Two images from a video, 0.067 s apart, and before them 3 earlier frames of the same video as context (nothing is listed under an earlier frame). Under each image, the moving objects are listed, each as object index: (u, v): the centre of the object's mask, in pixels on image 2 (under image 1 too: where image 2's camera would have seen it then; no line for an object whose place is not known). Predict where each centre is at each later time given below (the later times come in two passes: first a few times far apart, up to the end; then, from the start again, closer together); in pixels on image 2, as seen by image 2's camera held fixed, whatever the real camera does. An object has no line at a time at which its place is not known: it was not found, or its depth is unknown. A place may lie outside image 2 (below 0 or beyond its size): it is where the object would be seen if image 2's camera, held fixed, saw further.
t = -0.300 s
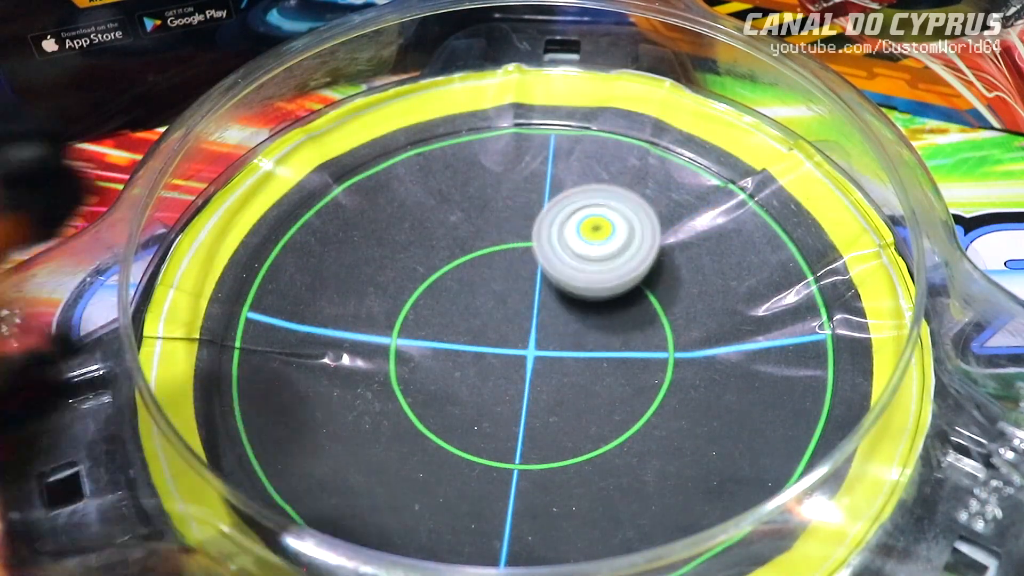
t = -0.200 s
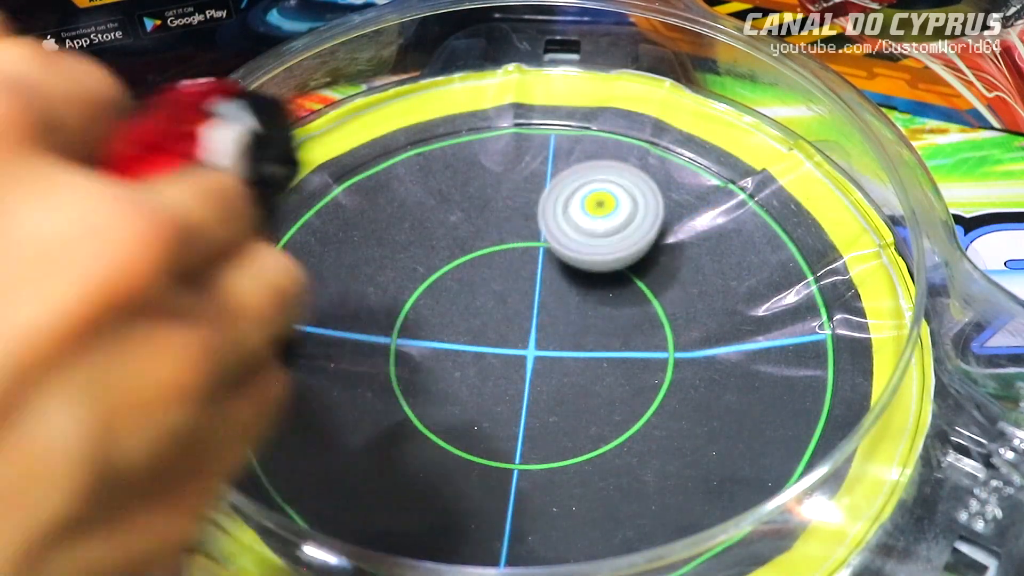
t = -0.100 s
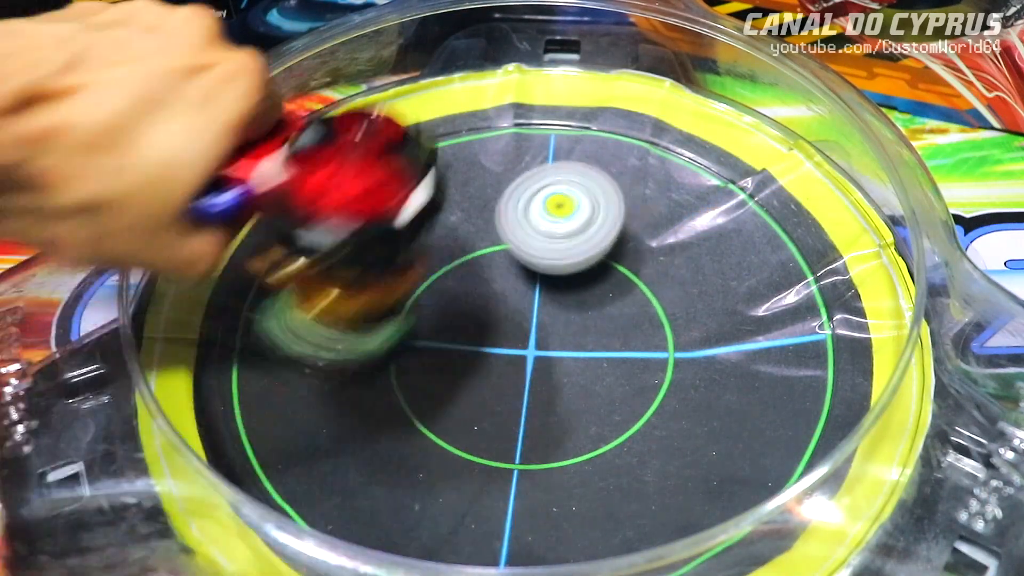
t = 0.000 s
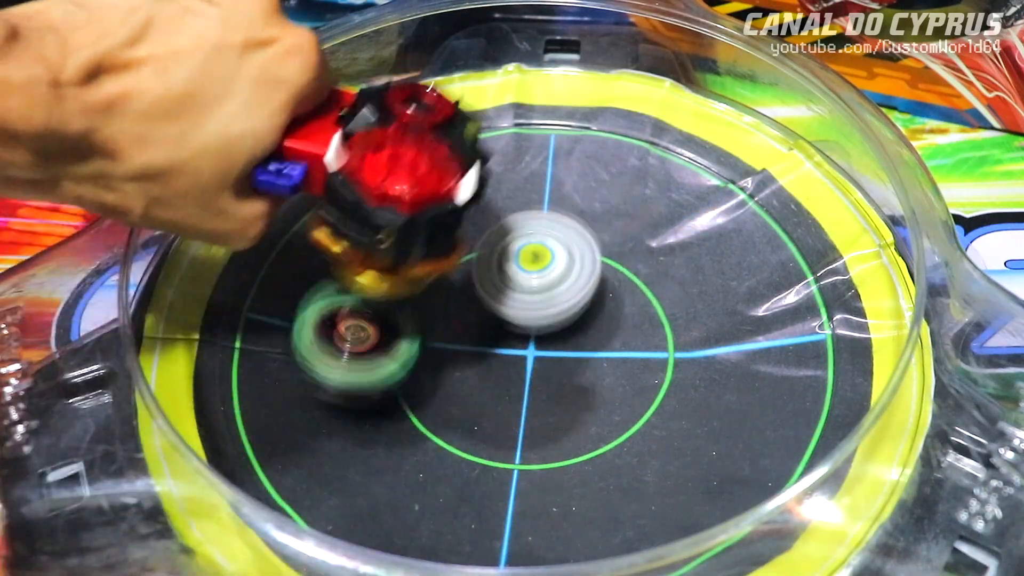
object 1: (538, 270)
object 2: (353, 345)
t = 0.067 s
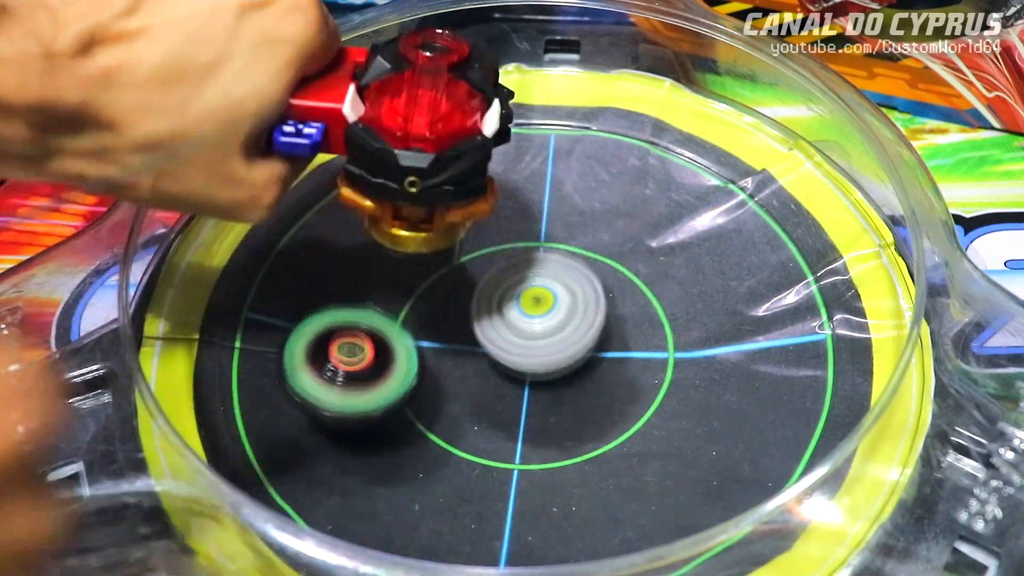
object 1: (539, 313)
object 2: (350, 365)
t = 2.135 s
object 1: (536, 490)
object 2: (497, 358)
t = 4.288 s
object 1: (382, 458)
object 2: (653, 224)
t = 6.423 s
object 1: (526, 387)
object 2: (570, 264)
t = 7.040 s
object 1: (448, 449)
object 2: (570, 310)
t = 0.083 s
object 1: (541, 324)
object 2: (352, 379)
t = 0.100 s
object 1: (543, 331)
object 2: (357, 384)
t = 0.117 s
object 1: (545, 340)
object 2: (362, 390)
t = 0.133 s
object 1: (549, 348)
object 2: (371, 394)
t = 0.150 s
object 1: (553, 357)
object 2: (382, 400)
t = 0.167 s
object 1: (558, 363)
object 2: (393, 403)
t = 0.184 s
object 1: (564, 368)
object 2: (405, 404)
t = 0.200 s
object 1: (569, 371)
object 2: (417, 404)
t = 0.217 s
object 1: (576, 377)
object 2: (429, 403)
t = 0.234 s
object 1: (586, 380)
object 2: (436, 400)
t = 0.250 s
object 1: (597, 381)
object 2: (444, 397)
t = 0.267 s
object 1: (609, 378)
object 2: (451, 391)
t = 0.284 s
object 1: (620, 378)
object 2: (459, 386)
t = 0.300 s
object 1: (630, 377)
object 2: (466, 379)
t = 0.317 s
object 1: (638, 374)
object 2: (474, 373)
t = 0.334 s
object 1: (647, 370)
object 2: (482, 364)
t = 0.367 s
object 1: (662, 362)
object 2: (495, 345)
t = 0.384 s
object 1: (667, 357)
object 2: (501, 335)
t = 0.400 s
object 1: (671, 352)
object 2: (505, 325)
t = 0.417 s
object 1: (672, 347)
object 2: (510, 315)
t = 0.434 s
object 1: (673, 341)
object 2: (513, 302)
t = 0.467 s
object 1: (674, 331)
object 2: (517, 281)
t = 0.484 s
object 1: (675, 326)
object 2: (519, 270)
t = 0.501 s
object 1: (675, 321)
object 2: (519, 259)
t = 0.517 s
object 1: (674, 317)
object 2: (519, 249)
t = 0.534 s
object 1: (672, 311)
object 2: (517, 240)
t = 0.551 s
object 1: (670, 307)
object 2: (516, 231)
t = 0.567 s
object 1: (667, 304)
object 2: (513, 223)
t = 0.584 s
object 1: (664, 303)
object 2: (511, 214)
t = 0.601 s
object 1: (658, 302)
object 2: (507, 208)
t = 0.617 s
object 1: (651, 301)
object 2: (503, 202)
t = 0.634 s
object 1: (643, 301)
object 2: (498, 197)
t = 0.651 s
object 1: (634, 303)
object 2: (493, 193)
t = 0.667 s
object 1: (624, 305)
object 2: (488, 191)
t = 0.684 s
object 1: (614, 306)
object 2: (482, 187)
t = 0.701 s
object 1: (605, 309)
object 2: (475, 186)
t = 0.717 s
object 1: (595, 312)
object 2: (468, 185)
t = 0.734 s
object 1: (585, 316)
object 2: (461, 185)
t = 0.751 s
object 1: (577, 321)
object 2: (454, 186)
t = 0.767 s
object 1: (569, 328)
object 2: (446, 188)
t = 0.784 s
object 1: (558, 335)
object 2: (438, 189)
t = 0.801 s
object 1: (550, 341)
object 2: (430, 192)
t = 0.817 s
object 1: (543, 348)
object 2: (422, 196)
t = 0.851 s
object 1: (527, 359)
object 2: (408, 205)
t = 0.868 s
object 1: (521, 365)
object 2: (402, 210)
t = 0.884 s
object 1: (516, 373)
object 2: (397, 217)
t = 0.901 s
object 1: (511, 381)
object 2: (391, 223)
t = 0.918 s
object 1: (508, 388)
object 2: (386, 229)
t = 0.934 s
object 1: (506, 394)
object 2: (381, 239)
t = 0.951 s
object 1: (504, 401)
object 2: (378, 248)
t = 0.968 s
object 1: (504, 408)
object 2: (374, 258)
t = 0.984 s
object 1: (503, 413)
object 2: (374, 269)
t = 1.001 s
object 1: (505, 419)
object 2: (375, 278)
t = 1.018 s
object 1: (507, 425)
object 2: (378, 290)
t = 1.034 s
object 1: (510, 431)
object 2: (383, 302)
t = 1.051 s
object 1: (515, 435)
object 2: (391, 313)
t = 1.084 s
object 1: (525, 443)
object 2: (412, 334)
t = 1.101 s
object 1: (530, 446)
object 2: (427, 345)
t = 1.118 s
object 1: (537, 447)
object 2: (441, 352)
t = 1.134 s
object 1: (550, 453)
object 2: (454, 356)
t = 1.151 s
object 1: (566, 462)
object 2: (464, 355)
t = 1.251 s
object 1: (655, 472)
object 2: (521, 327)
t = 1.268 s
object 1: (667, 467)
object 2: (529, 322)
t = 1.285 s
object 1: (678, 461)
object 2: (535, 316)
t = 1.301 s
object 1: (688, 453)
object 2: (543, 309)
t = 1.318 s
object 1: (696, 444)
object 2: (549, 304)
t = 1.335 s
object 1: (703, 433)
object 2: (555, 296)
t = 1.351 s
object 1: (707, 423)
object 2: (561, 290)
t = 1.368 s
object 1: (709, 412)
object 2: (566, 283)
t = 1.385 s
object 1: (708, 399)
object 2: (571, 276)
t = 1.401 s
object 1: (705, 387)
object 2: (574, 268)
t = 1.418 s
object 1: (700, 375)
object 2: (577, 262)
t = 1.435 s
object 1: (693, 362)
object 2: (579, 254)
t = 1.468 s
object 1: (675, 338)
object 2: (583, 242)
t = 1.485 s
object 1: (663, 327)
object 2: (582, 234)
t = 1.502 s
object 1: (651, 319)
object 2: (580, 227)
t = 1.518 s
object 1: (642, 318)
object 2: (574, 211)
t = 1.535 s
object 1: (631, 320)
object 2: (566, 197)
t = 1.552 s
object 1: (620, 321)
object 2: (559, 185)
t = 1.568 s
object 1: (607, 324)
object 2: (551, 173)
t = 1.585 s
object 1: (595, 327)
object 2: (542, 163)
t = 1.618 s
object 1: (570, 334)
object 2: (524, 145)
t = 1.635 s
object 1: (558, 337)
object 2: (515, 138)
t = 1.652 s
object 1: (547, 341)
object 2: (504, 133)
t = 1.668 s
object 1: (537, 345)
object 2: (494, 129)
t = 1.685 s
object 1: (527, 348)
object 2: (483, 128)
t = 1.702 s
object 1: (516, 352)
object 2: (471, 126)
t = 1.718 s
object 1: (507, 356)
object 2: (460, 127)
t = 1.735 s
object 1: (497, 359)
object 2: (450, 130)
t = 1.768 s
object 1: (474, 366)
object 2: (428, 140)
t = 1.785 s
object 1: (465, 370)
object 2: (418, 147)
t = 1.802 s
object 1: (453, 374)
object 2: (408, 157)
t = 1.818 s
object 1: (444, 379)
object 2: (398, 167)
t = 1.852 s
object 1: (427, 390)
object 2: (383, 190)
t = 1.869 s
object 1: (421, 396)
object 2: (376, 204)
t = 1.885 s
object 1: (416, 402)
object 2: (371, 219)
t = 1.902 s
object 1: (412, 409)
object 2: (368, 233)
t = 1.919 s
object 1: (410, 415)
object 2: (366, 250)
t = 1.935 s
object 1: (410, 421)
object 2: (368, 269)
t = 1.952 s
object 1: (412, 428)
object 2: (370, 286)
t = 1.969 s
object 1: (416, 434)
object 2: (374, 306)
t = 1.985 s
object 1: (422, 440)
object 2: (382, 322)
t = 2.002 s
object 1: (431, 451)
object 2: (389, 332)
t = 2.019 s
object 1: (441, 462)
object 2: (398, 341)
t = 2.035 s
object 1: (452, 471)
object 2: (410, 347)
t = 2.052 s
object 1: (464, 476)
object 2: (420, 352)
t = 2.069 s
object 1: (477, 480)
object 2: (434, 357)
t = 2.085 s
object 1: (491, 481)
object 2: (448, 361)
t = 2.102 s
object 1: (506, 483)
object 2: (463, 364)
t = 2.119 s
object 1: (522, 487)
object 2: (480, 362)
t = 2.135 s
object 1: (536, 490)
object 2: (497, 358)
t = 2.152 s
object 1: (549, 489)
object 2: (513, 355)
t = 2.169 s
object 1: (560, 487)
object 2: (529, 351)
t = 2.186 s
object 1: (571, 483)
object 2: (544, 344)
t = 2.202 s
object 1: (582, 477)
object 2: (559, 338)
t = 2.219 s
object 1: (594, 469)
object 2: (574, 332)
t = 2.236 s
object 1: (604, 459)
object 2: (586, 325)
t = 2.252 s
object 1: (612, 448)
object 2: (600, 319)
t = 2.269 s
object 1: (618, 437)
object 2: (611, 311)
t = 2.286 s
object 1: (621, 426)
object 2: (624, 302)
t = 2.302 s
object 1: (622, 415)
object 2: (633, 293)
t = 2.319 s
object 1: (622, 404)
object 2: (642, 286)
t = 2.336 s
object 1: (619, 394)
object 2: (650, 278)
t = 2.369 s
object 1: (609, 376)
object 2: (661, 260)
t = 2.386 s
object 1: (602, 367)
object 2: (666, 250)
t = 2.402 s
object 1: (594, 358)
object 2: (669, 241)
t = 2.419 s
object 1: (585, 350)
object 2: (669, 231)
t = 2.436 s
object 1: (576, 343)
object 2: (668, 223)
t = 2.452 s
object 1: (566, 337)
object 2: (667, 215)
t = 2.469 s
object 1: (554, 330)
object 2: (664, 207)
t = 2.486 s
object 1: (542, 324)
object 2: (661, 201)
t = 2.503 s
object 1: (531, 318)
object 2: (656, 195)
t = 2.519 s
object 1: (520, 314)
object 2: (649, 190)
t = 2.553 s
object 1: (500, 307)
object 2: (634, 182)
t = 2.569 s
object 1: (490, 304)
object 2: (624, 177)
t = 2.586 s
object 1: (479, 301)
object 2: (613, 175)
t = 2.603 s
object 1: (470, 300)
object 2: (602, 173)
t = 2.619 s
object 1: (462, 299)
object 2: (588, 171)
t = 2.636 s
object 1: (452, 299)
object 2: (574, 171)
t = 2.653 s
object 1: (442, 301)
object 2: (562, 173)
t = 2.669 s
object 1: (432, 302)
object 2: (548, 176)
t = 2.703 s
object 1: (412, 309)
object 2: (520, 184)
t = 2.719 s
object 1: (403, 313)
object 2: (507, 191)
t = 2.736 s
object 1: (396, 318)
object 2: (495, 199)
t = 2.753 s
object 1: (390, 324)
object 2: (484, 209)
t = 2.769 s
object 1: (385, 330)
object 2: (473, 219)
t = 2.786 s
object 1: (382, 335)
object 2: (464, 230)
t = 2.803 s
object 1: (379, 342)
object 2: (456, 242)
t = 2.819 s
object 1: (376, 351)
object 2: (453, 252)
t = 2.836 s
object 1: (373, 361)
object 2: (453, 262)
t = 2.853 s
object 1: (371, 371)
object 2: (453, 273)
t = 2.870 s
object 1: (371, 380)
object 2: (457, 281)
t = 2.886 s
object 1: (371, 387)
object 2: (462, 290)
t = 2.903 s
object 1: (372, 393)
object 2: (469, 303)
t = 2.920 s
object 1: (375, 400)
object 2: (478, 313)
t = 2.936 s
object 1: (377, 405)
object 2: (487, 323)
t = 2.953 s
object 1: (378, 412)
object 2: (501, 330)
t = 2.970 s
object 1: (379, 419)
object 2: (517, 336)
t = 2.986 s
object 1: (382, 424)
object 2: (532, 340)
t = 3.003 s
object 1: (387, 428)
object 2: (548, 344)
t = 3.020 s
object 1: (393, 429)
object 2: (563, 346)
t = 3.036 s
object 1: (400, 430)
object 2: (580, 349)
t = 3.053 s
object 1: (407, 429)
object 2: (596, 349)
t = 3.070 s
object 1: (418, 429)
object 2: (611, 350)
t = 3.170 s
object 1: (489, 421)
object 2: (684, 331)
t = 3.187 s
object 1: (498, 418)
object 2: (693, 325)
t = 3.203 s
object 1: (504, 416)
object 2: (699, 320)
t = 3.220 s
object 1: (511, 412)
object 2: (705, 314)
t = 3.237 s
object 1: (516, 407)
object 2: (708, 308)
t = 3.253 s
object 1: (518, 401)
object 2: (710, 301)
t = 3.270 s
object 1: (520, 393)
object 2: (711, 294)
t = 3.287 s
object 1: (522, 385)
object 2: (713, 289)
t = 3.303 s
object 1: (523, 374)
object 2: (712, 282)
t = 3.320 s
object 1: (523, 365)
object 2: (709, 275)
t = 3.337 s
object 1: (521, 358)
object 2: (705, 268)
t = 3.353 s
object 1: (520, 351)
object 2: (700, 260)
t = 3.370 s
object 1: (518, 343)
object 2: (695, 254)
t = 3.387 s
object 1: (515, 336)
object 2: (688, 248)
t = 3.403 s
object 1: (511, 330)
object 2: (680, 243)
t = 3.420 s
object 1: (506, 325)
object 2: (672, 241)
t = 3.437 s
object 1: (500, 321)
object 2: (661, 237)
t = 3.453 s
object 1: (496, 317)
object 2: (651, 235)
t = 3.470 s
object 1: (491, 316)
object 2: (640, 234)
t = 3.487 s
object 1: (485, 314)
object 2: (630, 234)
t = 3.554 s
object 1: (465, 308)
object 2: (583, 242)
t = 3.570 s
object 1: (458, 308)
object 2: (574, 246)
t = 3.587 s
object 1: (432, 314)
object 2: (585, 241)
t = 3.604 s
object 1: (401, 324)
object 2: (600, 238)
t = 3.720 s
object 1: (280, 356)
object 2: (647, 226)
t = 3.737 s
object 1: (275, 358)
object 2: (648, 225)
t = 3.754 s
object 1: (273, 362)
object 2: (647, 225)
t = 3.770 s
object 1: (273, 365)
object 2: (645, 225)
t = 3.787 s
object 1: (276, 369)
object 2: (642, 225)
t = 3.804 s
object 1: (282, 373)
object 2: (638, 225)
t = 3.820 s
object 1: (290, 380)
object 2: (632, 226)
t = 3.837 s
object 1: (297, 384)
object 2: (627, 226)
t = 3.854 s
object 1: (308, 388)
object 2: (621, 230)
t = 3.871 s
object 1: (317, 392)
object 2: (616, 231)
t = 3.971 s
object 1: (399, 408)
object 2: (582, 254)
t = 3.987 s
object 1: (412, 408)
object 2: (578, 258)
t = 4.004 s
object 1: (423, 407)
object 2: (573, 263)
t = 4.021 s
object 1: (435, 406)
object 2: (568, 269)
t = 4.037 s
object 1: (446, 404)
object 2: (564, 276)
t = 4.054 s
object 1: (456, 401)
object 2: (561, 283)
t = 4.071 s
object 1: (466, 396)
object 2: (558, 290)
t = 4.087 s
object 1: (473, 393)
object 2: (556, 297)
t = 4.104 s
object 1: (465, 401)
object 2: (563, 295)
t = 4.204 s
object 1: (386, 455)
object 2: (641, 246)
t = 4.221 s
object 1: (381, 456)
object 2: (647, 241)
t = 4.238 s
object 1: (378, 459)
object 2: (651, 236)
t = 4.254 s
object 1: (377, 460)
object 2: (653, 231)
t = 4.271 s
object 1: (379, 459)
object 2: (654, 227)
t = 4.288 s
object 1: (382, 458)
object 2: (653, 224)
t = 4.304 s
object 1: (386, 457)
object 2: (650, 221)
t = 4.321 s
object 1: (392, 456)
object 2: (646, 218)
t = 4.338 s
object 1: (399, 454)
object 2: (642, 217)
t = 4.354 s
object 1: (404, 453)
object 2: (636, 216)
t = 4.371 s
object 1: (411, 451)
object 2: (630, 216)
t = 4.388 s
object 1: (418, 449)
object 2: (623, 217)
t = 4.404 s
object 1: (425, 446)
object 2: (616, 218)
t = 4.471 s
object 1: (449, 434)
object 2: (588, 228)
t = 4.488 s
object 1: (454, 432)
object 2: (581, 232)
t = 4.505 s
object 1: (459, 428)
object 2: (575, 236)
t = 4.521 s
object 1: (465, 424)
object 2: (568, 240)
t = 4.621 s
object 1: (485, 401)
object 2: (537, 276)
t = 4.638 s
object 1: (488, 397)
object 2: (534, 283)
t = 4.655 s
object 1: (485, 397)
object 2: (533, 288)
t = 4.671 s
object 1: (478, 407)
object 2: (536, 283)
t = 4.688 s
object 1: (472, 416)
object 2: (541, 281)
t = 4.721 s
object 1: (466, 423)
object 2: (547, 280)
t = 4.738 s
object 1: (464, 425)
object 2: (548, 280)
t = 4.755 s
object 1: (463, 426)
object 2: (548, 281)
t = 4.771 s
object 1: (462, 424)
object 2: (547, 284)
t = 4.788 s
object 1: (462, 425)
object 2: (547, 286)
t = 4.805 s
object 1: (463, 422)
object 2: (546, 289)
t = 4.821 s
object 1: (464, 419)
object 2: (545, 292)
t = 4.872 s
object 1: (472, 410)
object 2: (544, 301)
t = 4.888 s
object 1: (473, 407)
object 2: (544, 304)
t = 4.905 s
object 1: (466, 413)
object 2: (549, 303)
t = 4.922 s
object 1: (456, 418)
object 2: (558, 298)
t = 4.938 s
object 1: (449, 420)
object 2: (566, 293)
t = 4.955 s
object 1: (444, 424)
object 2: (575, 287)
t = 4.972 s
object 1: (439, 425)
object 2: (581, 284)
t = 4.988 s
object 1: (436, 425)
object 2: (585, 279)
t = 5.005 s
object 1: (435, 426)
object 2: (588, 273)
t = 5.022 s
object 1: (434, 425)
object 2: (589, 268)
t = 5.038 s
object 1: (433, 423)
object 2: (590, 262)
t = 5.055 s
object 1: (435, 422)
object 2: (589, 257)
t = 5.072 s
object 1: (437, 419)
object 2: (586, 253)
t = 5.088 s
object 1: (438, 417)
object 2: (583, 247)
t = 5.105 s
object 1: (441, 415)
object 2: (579, 245)
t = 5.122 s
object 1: (444, 411)
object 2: (574, 243)
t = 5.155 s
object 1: (450, 406)
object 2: (561, 242)
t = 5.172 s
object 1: (454, 402)
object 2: (555, 242)
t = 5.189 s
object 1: (457, 399)
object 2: (547, 244)
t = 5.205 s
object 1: (461, 396)
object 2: (541, 247)
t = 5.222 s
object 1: (464, 391)
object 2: (534, 250)
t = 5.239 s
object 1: (468, 389)
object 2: (528, 256)
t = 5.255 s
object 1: (473, 386)
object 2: (521, 262)
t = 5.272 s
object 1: (475, 382)
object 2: (517, 269)
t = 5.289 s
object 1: (477, 383)
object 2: (515, 273)
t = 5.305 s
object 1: (476, 387)
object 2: (515, 276)
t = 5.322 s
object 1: (474, 391)
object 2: (517, 275)
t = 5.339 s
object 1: (472, 399)
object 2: (521, 272)
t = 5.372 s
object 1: (467, 406)
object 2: (526, 268)
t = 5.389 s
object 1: (466, 409)
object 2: (527, 265)
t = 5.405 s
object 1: (465, 408)
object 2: (530, 265)
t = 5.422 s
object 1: (465, 408)
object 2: (530, 264)
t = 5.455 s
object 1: (467, 404)
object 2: (532, 263)
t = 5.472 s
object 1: (467, 404)
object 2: (532, 263)
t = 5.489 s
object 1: (469, 401)
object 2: (531, 262)
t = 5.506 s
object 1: (470, 398)
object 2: (531, 263)
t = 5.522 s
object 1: (471, 397)
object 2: (531, 263)
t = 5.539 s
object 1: (473, 393)
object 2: (531, 265)
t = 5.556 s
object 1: (473, 391)
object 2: (531, 266)
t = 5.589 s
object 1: (476, 385)
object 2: (531, 269)
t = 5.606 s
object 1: (477, 384)
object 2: (532, 272)
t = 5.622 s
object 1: (480, 380)
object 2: (531, 274)
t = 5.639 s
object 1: (476, 381)
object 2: (534, 275)
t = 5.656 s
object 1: (469, 391)
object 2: (545, 268)
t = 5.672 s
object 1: (461, 400)
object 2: (553, 262)
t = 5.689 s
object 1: (454, 406)
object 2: (560, 255)
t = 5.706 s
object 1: (449, 412)
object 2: (563, 246)
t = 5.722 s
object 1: (447, 413)
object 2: (567, 241)
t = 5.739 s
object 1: (445, 416)
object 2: (571, 235)
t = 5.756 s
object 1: (443, 417)
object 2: (572, 228)
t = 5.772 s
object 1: (442, 417)
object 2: (573, 222)
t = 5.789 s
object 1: (442, 417)
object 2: (571, 218)
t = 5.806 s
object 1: (443, 415)
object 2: (568, 212)
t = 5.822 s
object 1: (444, 415)
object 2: (566, 209)
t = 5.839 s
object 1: (447, 413)
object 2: (562, 206)
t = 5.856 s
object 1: (449, 411)
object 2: (556, 203)
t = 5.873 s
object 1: (452, 410)
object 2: (550, 203)
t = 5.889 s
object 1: (455, 407)
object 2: (544, 203)
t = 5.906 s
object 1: (457, 406)
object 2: (539, 204)
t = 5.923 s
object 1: (461, 402)
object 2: (533, 207)
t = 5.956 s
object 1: (469, 396)
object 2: (521, 215)
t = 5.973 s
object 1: (472, 392)
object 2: (515, 221)
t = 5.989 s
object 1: (475, 390)
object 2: (512, 227)
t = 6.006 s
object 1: (479, 385)
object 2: (509, 235)
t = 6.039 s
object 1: (486, 378)
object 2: (504, 250)
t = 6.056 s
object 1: (489, 375)
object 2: (502, 257)
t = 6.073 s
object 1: (490, 378)
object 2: (505, 263)
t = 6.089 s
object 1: (490, 385)
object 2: (509, 264)
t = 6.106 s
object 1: (490, 391)
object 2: (514, 264)
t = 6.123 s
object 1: (490, 397)
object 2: (517, 262)
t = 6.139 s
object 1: (491, 398)
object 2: (522, 263)
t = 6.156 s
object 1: (492, 400)
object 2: (527, 263)
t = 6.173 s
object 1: (494, 399)
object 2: (531, 263)
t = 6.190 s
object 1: (496, 401)
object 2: (535, 263)
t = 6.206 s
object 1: (498, 400)
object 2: (538, 262)
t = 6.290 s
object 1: (509, 397)
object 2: (556, 262)
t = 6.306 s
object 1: (511, 397)
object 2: (559, 262)
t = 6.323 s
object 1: (514, 395)
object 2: (563, 262)
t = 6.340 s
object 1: (516, 395)
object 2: (563, 262)
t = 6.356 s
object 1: (518, 393)
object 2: (565, 263)
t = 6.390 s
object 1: (522, 390)
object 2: (569, 264)
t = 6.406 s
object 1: (524, 387)
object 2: (569, 264)
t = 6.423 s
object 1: (526, 387)
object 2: (570, 264)
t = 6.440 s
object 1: (527, 384)
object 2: (571, 266)
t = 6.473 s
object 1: (531, 380)
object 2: (573, 268)
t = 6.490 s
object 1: (533, 378)
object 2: (571, 268)
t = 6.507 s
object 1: (529, 381)
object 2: (574, 269)
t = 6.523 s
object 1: (521, 392)
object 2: (581, 260)
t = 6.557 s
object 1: (504, 413)
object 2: (593, 245)
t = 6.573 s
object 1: (497, 422)
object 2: (596, 240)
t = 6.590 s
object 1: (491, 428)
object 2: (599, 233)
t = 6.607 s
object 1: (486, 432)
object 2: (599, 227)
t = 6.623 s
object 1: (483, 436)
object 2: (599, 222)
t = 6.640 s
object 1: (481, 437)
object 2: (598, 216)
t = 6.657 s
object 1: (481, 440)
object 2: (595, 212)
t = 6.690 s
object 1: (480, 443)
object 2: (587, 205)
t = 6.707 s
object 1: (479, 442)
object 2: (581, 203)
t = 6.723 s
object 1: (479, 445)
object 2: (574, 203)
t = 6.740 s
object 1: (479, 444)
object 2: (566, 204)
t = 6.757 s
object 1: (478, 445)
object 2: (559, 205)
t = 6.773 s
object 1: (478, 444)
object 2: (550, 210)
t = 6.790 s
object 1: (477, 444)
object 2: (542, 215)
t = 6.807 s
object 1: (478, 443)
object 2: (535, 220)
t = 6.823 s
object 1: (477, 441)
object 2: (527, 228)
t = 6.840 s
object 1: (478, 440)
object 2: (521, 237)
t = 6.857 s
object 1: (477, 438)
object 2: (516, 247)
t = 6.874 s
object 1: (478, 437)
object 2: (511, 256)
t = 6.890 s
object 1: (478, 433)
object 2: (508, 267)
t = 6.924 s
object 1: (478, 428)
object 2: (507, 289)
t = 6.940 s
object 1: (478, 427)
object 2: (509, 300)
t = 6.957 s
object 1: (477, 425)
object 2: (514, 311)
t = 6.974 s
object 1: (471, 431)
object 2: (523, 314)
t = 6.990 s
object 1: (464, 439)
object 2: (535, 316)
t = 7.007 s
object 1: (457, 444)
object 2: (547, 315)
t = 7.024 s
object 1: (452, 448)
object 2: (558, 312)
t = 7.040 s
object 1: (448, 449)
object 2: (570, 310)
